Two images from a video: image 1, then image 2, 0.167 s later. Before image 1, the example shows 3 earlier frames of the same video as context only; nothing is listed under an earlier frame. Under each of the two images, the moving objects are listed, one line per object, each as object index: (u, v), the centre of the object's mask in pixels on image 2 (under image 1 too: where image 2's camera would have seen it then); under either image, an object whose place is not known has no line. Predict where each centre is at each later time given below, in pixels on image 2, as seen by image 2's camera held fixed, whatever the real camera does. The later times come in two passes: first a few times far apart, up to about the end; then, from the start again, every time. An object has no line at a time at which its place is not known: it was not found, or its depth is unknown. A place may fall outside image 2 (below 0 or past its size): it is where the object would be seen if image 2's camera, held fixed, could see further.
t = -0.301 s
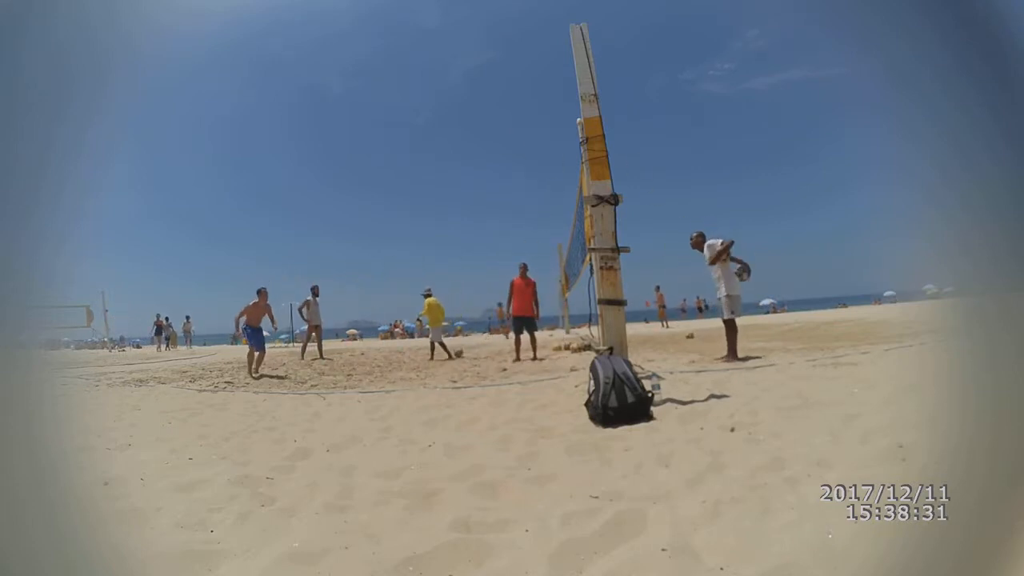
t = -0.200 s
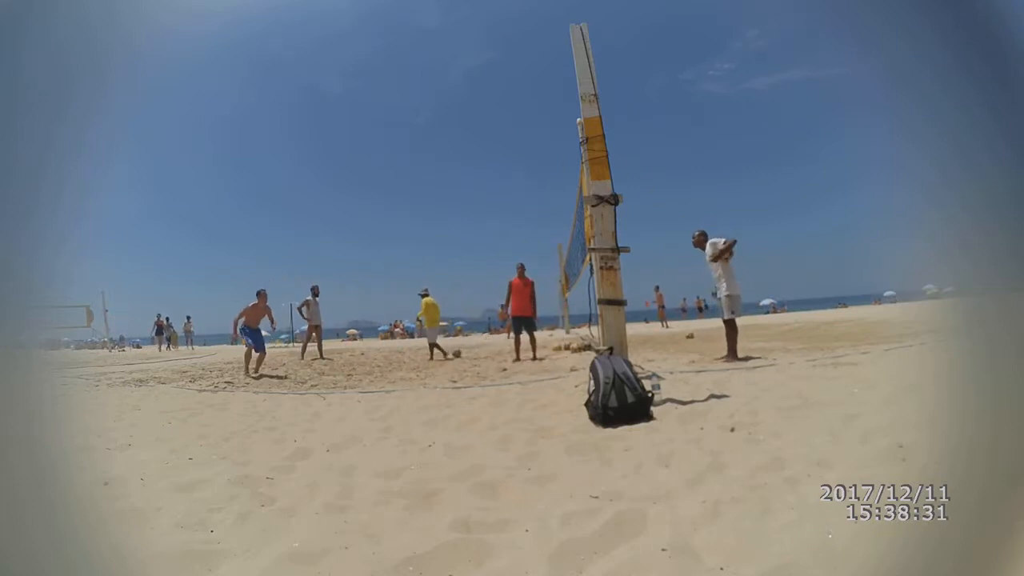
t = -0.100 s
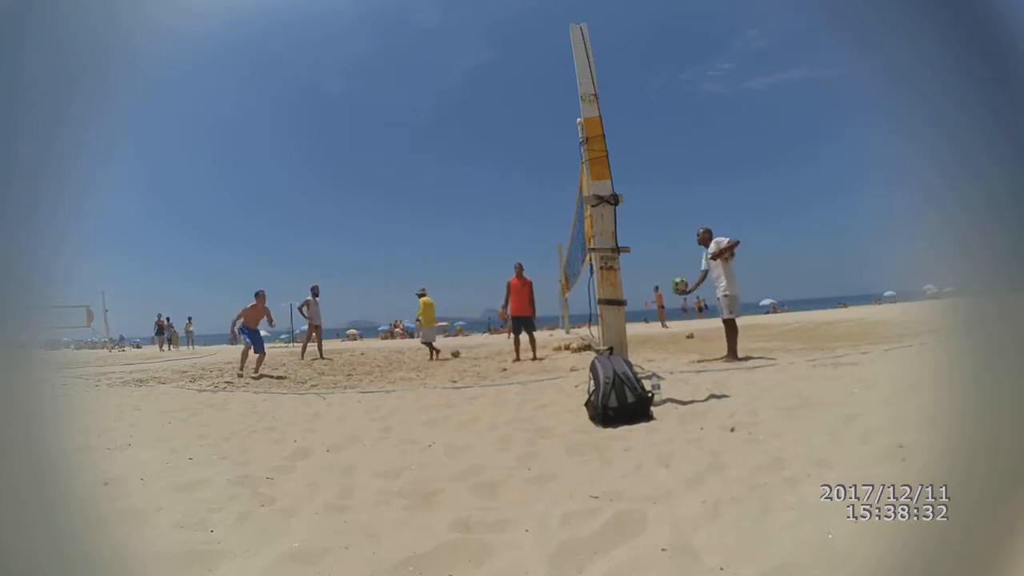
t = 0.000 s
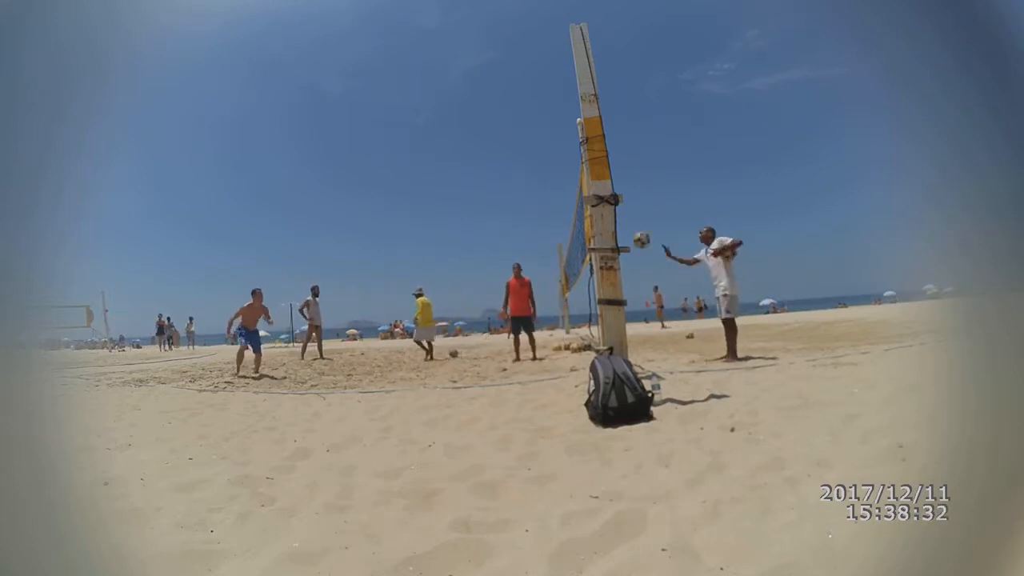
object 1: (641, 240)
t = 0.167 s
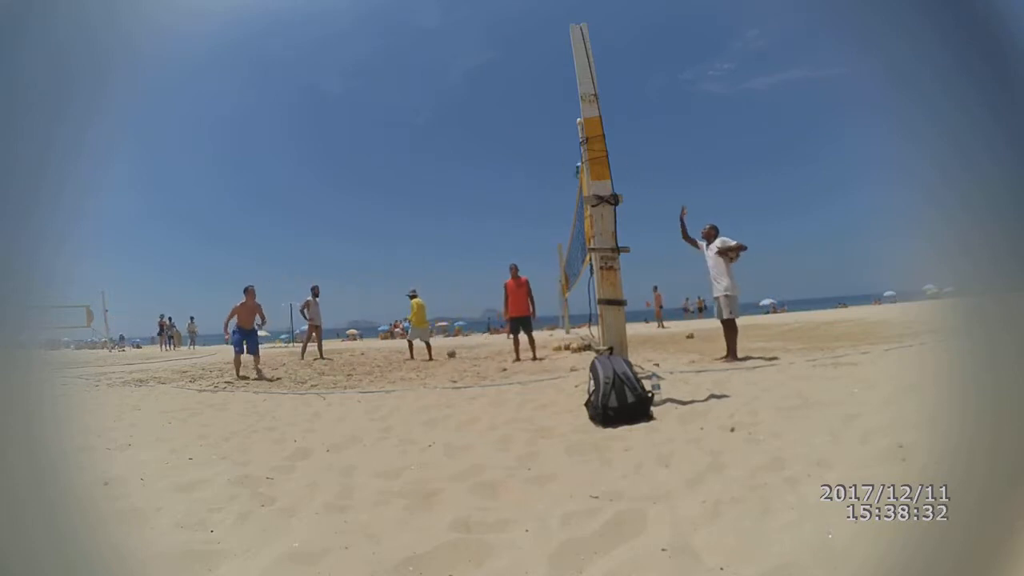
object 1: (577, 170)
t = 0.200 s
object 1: (569, 159)
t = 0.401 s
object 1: (503, 112)
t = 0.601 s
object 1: (440, 98)
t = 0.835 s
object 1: (371, 114)
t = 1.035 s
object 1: (314, 160)
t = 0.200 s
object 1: (569, 159)
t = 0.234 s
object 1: (558, 149)
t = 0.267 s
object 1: (547, 140)
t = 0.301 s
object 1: (535, 132)
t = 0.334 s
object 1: (524, 124)
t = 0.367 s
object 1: (513, 118)
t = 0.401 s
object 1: (503, 112)
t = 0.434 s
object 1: (492, 108)
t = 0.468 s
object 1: (481, 104)
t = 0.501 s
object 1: (471, 102)
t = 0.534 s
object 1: (460, 99)
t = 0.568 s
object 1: (451, 97)
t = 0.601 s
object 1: (440, 98)
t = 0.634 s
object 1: (430, 98)
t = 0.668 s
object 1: (419, 98)
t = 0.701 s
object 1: (410, 100)
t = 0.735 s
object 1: (400, 103)
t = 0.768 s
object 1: (390, 106)
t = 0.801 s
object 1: (380, 110)
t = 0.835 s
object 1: (371, 114)
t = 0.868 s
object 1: (361, 120)
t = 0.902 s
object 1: (351, 126)
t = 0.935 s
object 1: (342, 134)
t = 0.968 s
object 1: (333, 142)
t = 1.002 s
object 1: (324, 151)
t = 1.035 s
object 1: (314, 160)
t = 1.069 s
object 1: (305, 170)
